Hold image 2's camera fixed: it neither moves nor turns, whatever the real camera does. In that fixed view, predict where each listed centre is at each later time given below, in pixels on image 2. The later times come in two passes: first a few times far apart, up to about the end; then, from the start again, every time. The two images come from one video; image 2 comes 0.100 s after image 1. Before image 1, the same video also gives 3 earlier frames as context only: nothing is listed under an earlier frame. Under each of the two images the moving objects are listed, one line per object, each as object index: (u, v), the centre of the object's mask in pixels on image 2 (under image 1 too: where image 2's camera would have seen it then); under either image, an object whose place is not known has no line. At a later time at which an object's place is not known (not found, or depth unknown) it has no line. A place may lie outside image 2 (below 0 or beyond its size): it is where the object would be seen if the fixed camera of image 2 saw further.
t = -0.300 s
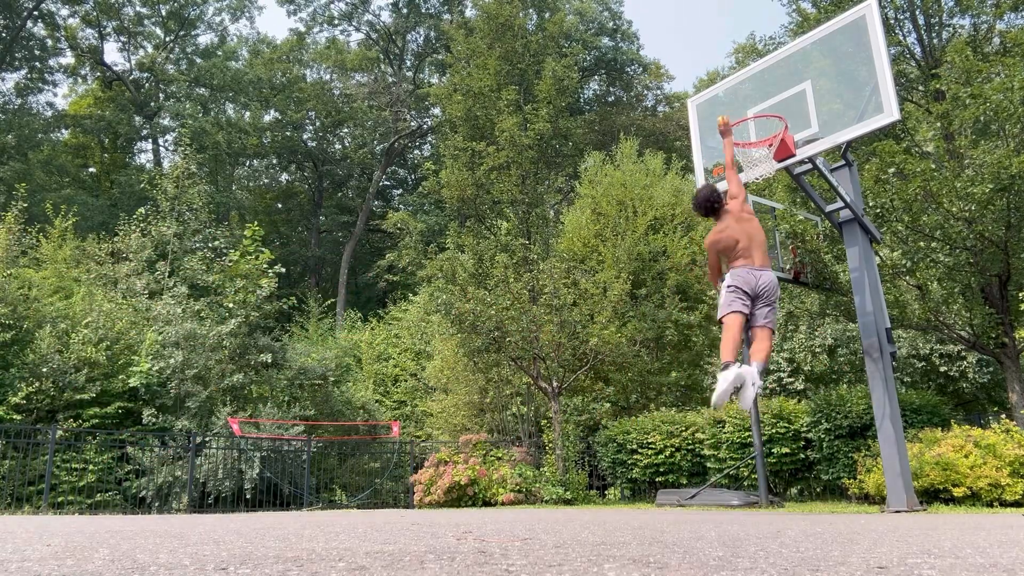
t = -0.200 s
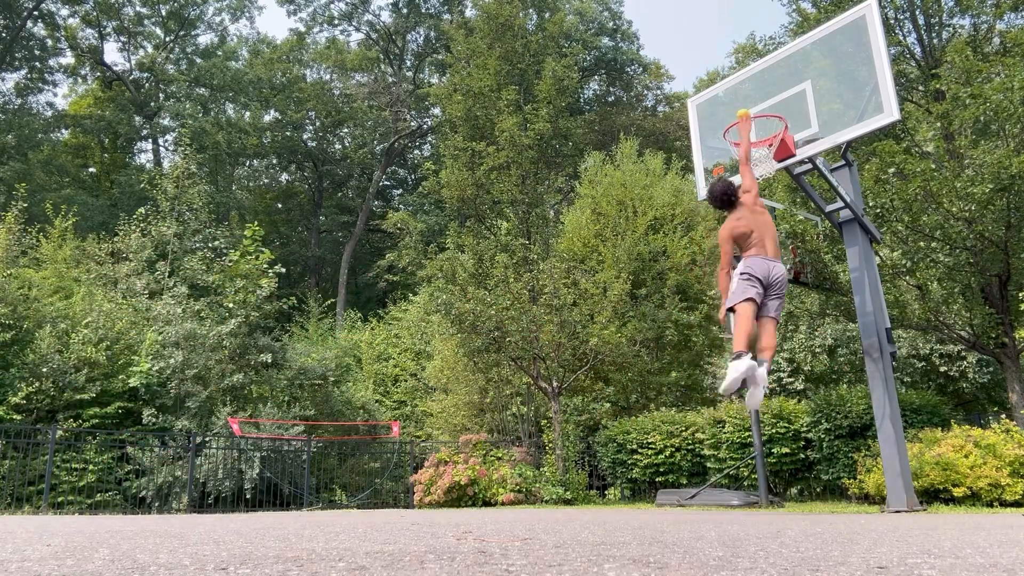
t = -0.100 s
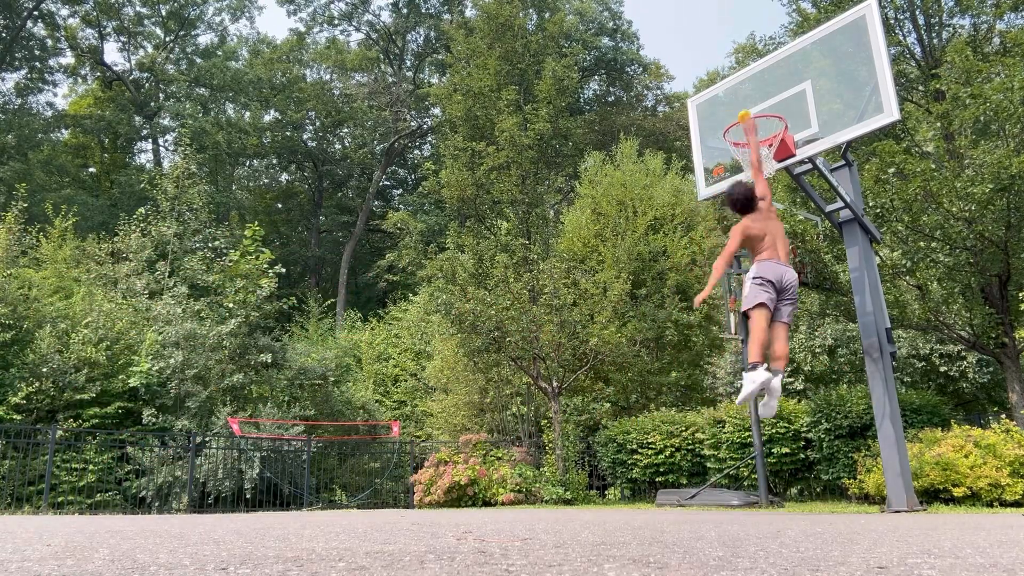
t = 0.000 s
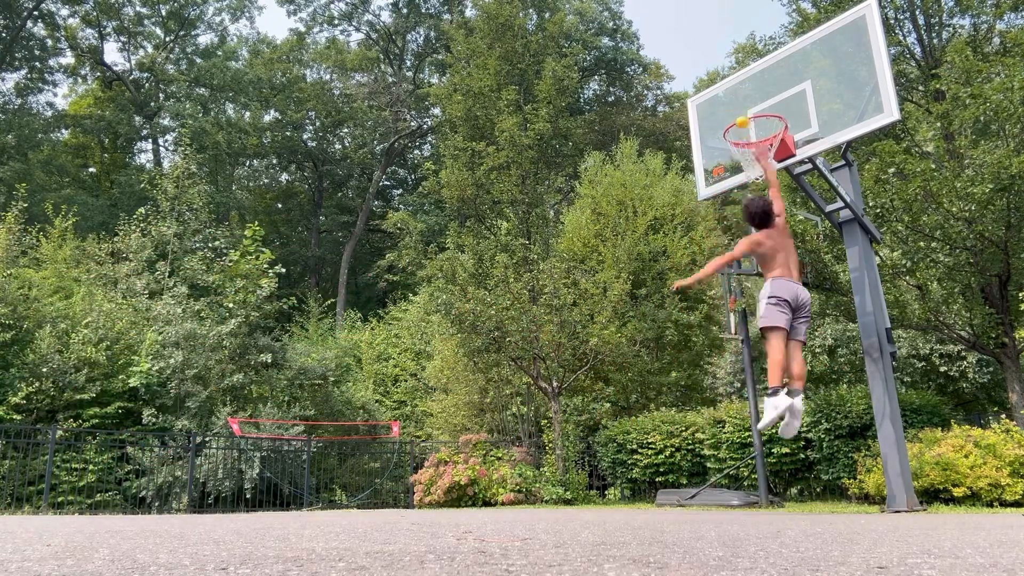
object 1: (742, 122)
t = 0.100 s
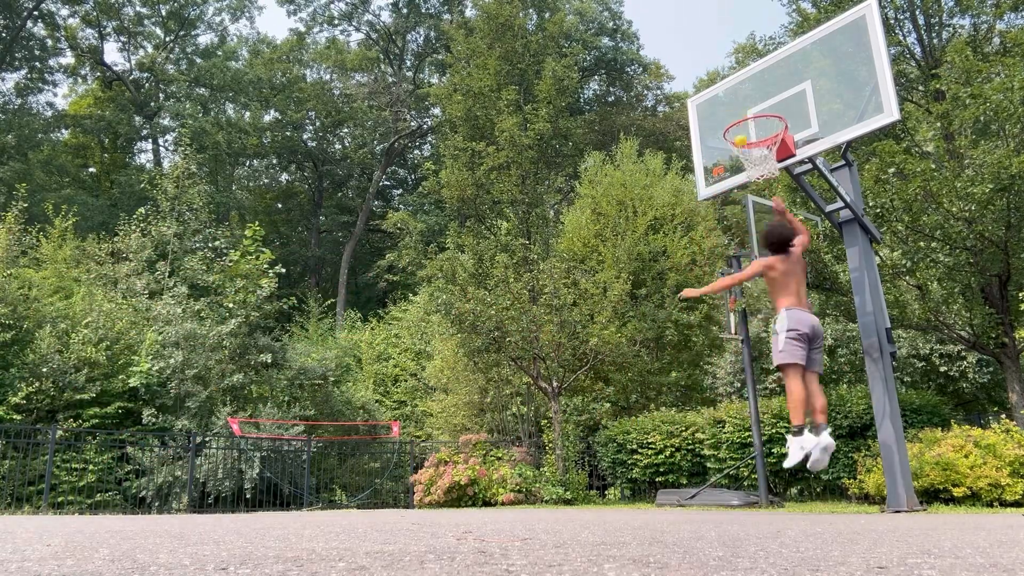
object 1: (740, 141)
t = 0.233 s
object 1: (740, 188)
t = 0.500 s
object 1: (751, 358)
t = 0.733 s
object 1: (757, 464)
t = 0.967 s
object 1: (743, 401)
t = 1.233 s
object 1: (740, 440)
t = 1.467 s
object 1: (742, 487)
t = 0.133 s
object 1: (740, 151)
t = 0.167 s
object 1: (740, 161)
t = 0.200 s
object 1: (740, 173)
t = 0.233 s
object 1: (740, 188)
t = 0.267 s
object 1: (741, 202)
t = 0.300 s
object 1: (742, 219)
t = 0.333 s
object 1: (743, 237)
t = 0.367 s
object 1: (744, 258)
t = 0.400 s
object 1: (745, 279)
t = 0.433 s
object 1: (747, 304)
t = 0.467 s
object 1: (748, 330)
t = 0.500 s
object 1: (751, 358)
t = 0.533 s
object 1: (754, 389)
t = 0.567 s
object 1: (757, 422)
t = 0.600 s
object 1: (760, 458)
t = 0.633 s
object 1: (763, 497)
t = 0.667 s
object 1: (763, 499)
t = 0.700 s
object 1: (760, 481)
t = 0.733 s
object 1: (757, 464)
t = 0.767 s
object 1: (755, 449)
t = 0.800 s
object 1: (752, 437)
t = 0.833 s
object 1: (750, 426)
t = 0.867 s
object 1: (748, 417)
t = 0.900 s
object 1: (746, 410)
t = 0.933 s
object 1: (744, 405)
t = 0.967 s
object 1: (743, 401)
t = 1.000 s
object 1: (742, 400)
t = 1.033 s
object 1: (742, 400)
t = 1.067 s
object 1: (740, 402)
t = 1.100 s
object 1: (740, 406)
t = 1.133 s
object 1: (740, 411)
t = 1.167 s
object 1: (739, 419)
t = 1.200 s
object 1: (740, 428)
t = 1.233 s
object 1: (740, 440)
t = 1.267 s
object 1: (740, 452)
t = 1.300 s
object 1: (742, 468)
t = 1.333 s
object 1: (742, 485)
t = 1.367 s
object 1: (743, 503)
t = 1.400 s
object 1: (743, 502)
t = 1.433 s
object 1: (742, 494)
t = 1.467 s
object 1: (742, 487)
